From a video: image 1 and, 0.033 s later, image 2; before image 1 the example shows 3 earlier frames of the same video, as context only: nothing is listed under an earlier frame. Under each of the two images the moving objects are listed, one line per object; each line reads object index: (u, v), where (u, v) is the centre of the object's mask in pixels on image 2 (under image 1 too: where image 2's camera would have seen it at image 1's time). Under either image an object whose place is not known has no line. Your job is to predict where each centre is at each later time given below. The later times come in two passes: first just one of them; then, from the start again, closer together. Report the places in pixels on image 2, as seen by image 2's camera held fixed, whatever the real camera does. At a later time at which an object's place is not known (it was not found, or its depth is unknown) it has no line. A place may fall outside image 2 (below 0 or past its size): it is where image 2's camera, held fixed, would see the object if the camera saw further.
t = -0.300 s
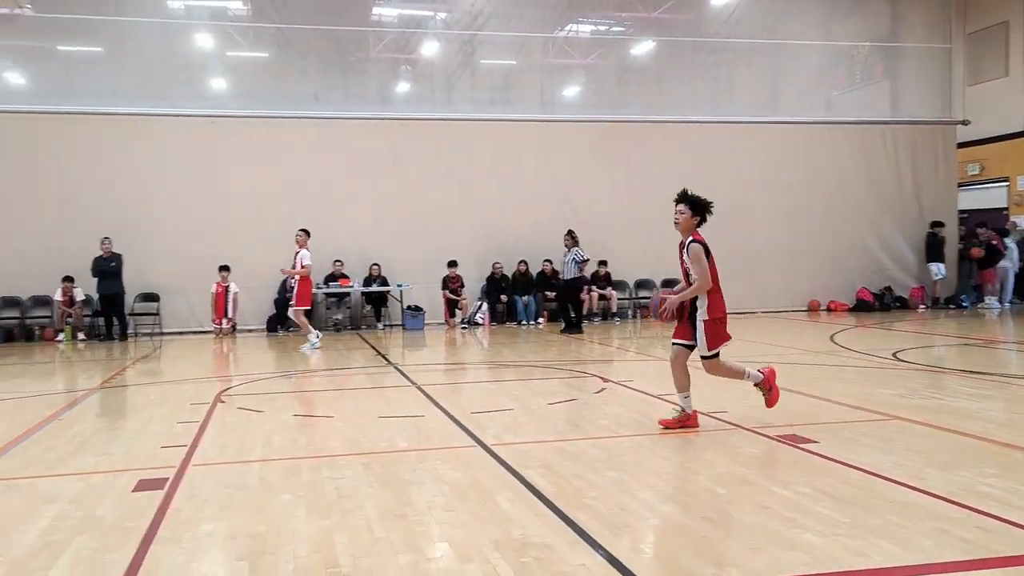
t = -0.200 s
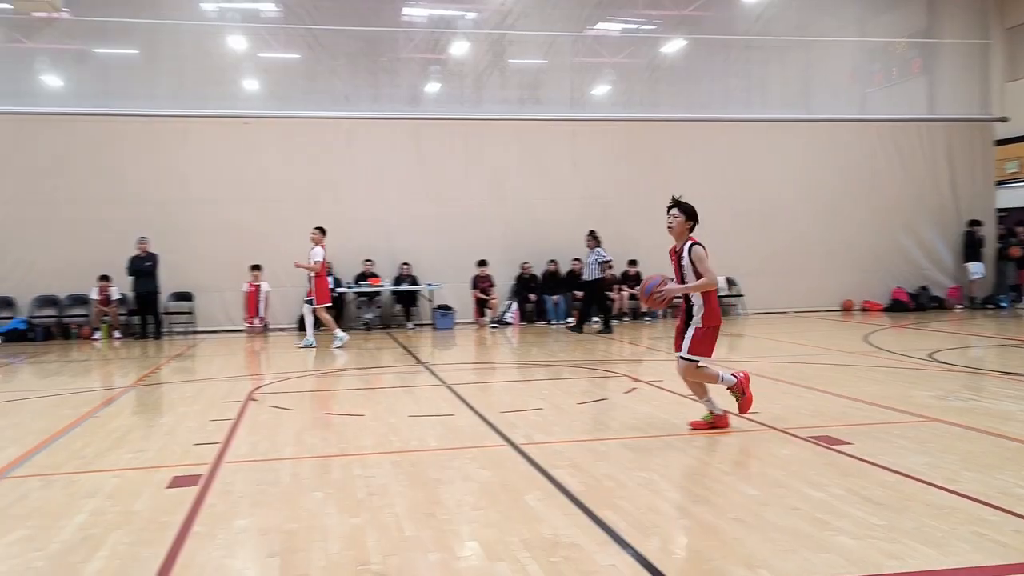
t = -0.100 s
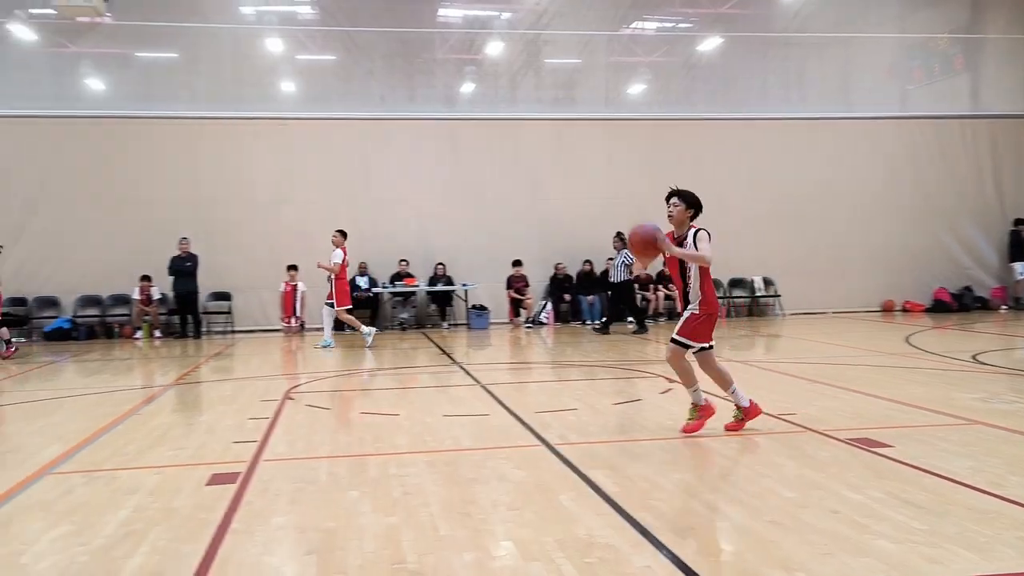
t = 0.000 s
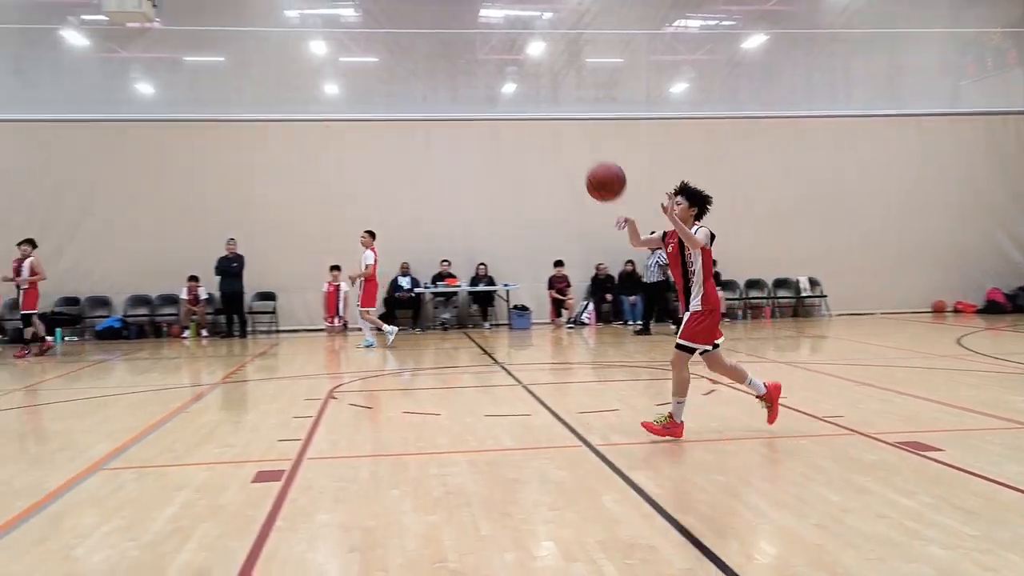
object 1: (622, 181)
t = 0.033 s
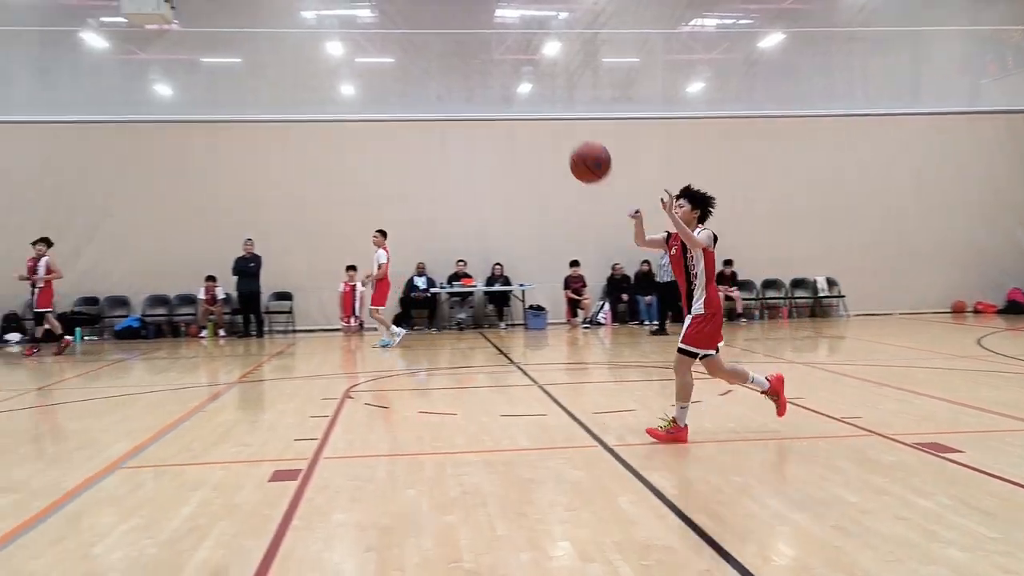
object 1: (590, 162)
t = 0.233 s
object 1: (359, 66)
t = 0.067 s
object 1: (557, 144)
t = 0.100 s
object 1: (522, 127)
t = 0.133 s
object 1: (485, 110)
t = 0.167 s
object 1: (445, 95)
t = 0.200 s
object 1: (404, 80)
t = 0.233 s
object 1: (359, 66)
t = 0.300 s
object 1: (258, 42)
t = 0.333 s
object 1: (201, 32)
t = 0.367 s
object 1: (140, 23)
